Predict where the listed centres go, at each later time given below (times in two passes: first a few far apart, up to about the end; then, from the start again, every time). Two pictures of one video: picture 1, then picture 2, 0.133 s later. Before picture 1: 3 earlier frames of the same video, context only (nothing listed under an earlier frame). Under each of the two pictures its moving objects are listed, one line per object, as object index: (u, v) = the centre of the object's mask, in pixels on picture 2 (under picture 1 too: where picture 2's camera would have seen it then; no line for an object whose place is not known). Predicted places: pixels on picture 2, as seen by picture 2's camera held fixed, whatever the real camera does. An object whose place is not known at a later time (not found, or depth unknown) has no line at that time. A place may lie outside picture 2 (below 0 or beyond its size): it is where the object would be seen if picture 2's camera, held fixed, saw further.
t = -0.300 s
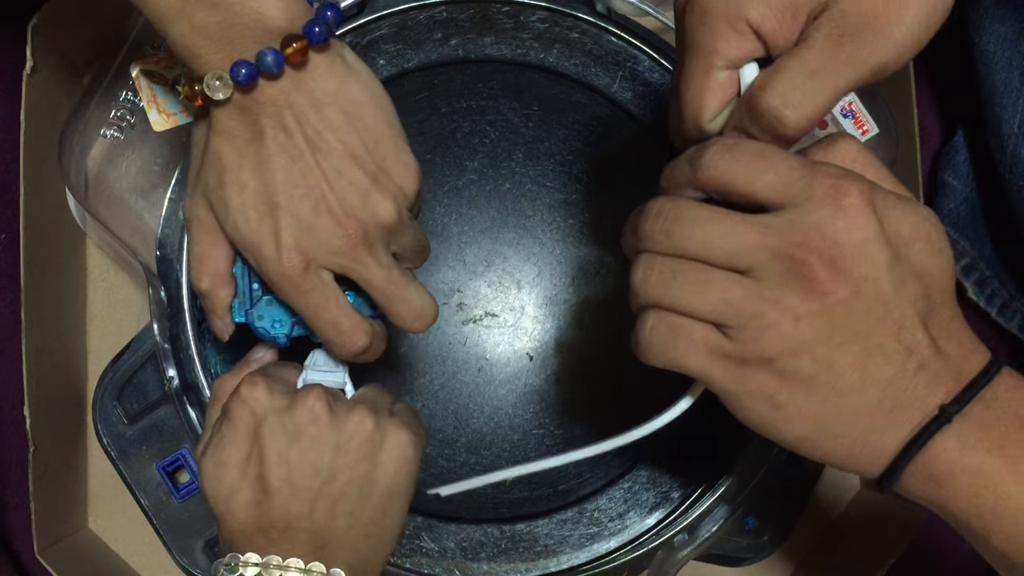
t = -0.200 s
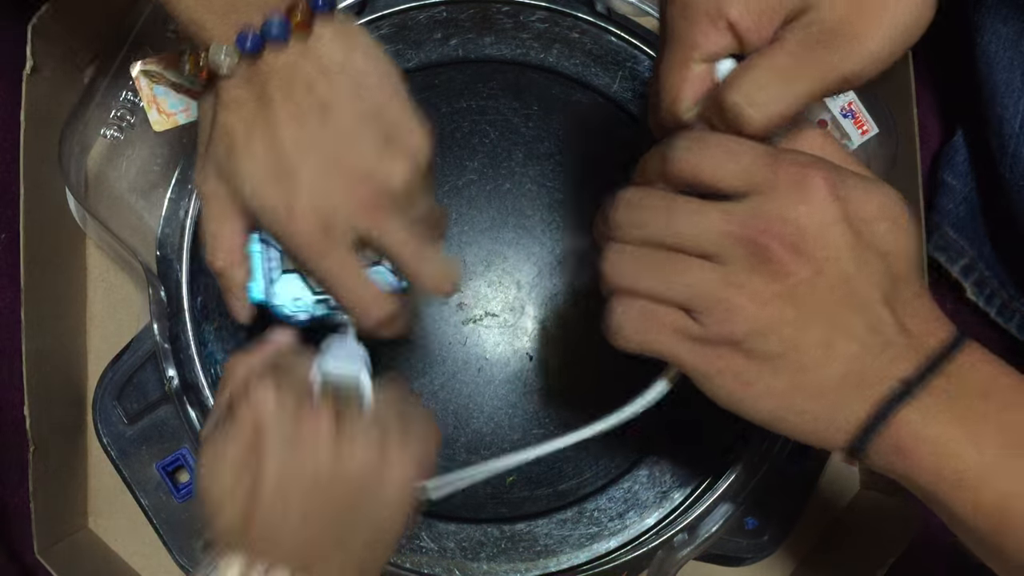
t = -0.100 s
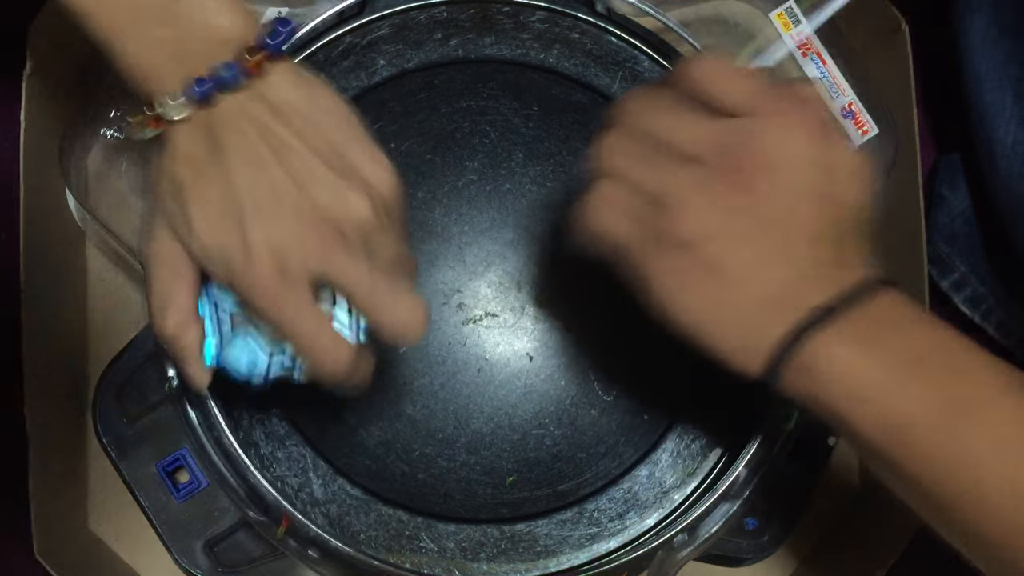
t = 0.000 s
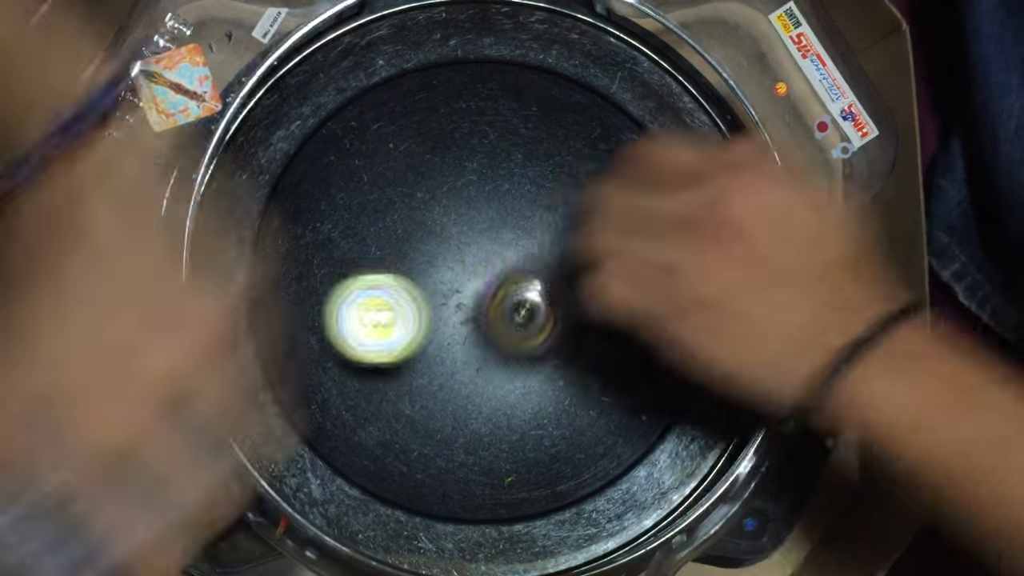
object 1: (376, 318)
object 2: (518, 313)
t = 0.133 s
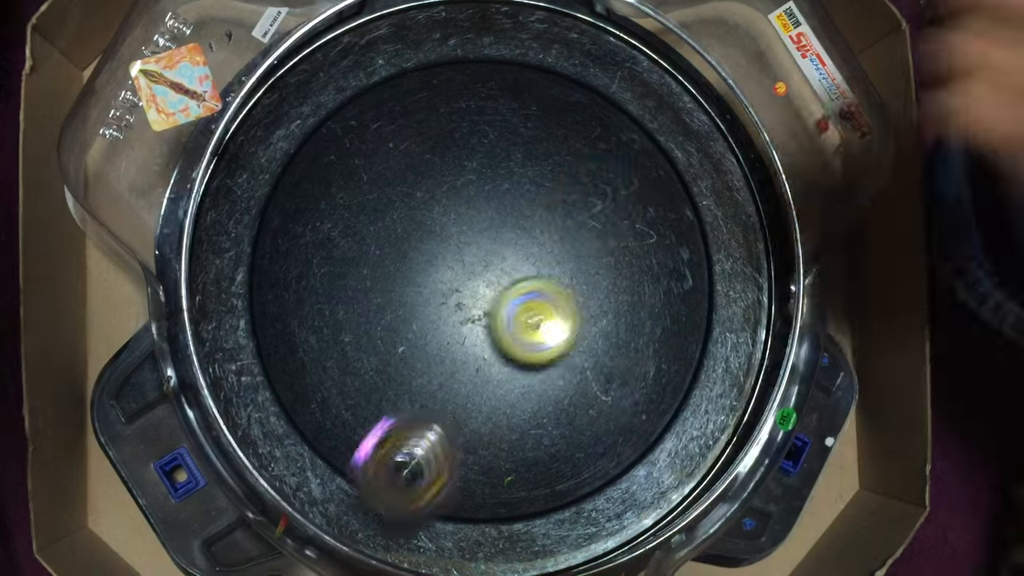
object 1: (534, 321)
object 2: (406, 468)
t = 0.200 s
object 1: (581, 302)
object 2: (360, 516)
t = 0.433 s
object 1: (579, 184)
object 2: (627, 377)
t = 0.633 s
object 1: (445, 170)
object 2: (575, 94)
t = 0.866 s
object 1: (412, 323)
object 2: (272, 315)
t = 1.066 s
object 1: (553, 364)
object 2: (693, 412)
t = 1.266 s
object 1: (607, 257)
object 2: (559, 34)
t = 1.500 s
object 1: (505, 193)
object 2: (336, 267)
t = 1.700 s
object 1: (425, 296)
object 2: (696, 285)
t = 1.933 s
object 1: (548, 387)
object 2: (490, 65)
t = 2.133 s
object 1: (600, 286)
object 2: (255, 272)
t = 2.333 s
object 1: (493, 222)
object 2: (571, 504)
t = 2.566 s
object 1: (412, 344)
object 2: (706, 128)
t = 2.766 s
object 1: (505, 403)
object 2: (354, 158)
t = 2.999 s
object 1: (550, 300)
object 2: (420, 536)
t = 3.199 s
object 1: (462, 250)
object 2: (730, 384)
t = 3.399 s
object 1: (405, 319)
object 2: (645, 61)
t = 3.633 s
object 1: (475, 350)
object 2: (328, 314)
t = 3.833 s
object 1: (489, 292)
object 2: (462, 546)
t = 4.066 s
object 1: (444, 256)
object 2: (617, 446)
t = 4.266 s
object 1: (406, 290)
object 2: (492, 195)
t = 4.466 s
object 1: (417, 344)
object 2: (312, 151)
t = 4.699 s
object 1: (472, 337)
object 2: (342, 422)
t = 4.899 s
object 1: (487, 288)
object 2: (578, 361)
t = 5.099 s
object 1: (466, 249)
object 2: (614, 142)
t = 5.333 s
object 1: (440, 254)
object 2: (379, 103)
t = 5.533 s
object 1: (458, 273)
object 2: (378, 343)
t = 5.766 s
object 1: (493, 268)
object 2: (637, 395)
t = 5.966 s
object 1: (506, 255)
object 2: (685, 211)
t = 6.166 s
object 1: (505, 253)
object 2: (477, 147)
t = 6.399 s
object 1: (507, 274)
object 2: (370, 397)
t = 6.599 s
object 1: (516, 289)
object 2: (544, 498)
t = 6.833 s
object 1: (519, 302)
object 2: (622, 282)
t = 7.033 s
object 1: (513, 310)
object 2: (432, 172)
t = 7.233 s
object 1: (502, 316)
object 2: (263, 292)
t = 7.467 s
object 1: (487, 322)
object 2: (451, 443)
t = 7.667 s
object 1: (472, 258)
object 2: (627, 383)
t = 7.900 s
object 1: (428, 226)
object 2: (612, 188)
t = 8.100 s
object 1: (321, 258)
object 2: (526, 156)
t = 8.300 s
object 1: (282, 349)
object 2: (586, 149)
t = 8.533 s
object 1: (364, 384)
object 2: (570, 229)
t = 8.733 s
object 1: (440, 361)
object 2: (600, 350)
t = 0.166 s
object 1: (560, 311)
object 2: (377, 501)
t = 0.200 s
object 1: (581, 302)
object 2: (360, 516)
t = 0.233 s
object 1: (598, 294)
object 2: (385, 508)
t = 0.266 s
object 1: (610, 277)
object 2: (418, 490)
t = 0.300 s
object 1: (617, 259)
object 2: (455, 470)
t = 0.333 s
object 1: (617, 240)
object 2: (487, 447)
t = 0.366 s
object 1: (608, 218)
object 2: (530, 427)
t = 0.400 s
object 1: (595, 199)
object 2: (584, 403)
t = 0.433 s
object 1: (579, 184)
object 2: (627, 377)
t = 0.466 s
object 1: (560, 172)
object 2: (674, 339)
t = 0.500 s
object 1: (538, 164)
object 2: (710, 298)
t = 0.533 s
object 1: (515, 160)
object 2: (694, 238)
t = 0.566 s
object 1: (492, 159)
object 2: (676, 181)
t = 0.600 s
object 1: (467, 162)
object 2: (644, 134)
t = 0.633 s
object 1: (445, 170)
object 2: (575, 94)
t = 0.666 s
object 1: (425, 183)
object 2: (501, 67)
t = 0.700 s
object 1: (408, 202)
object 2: (422, 65)
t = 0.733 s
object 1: (396, 224)
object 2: (338, 89)
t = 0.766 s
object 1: (391, 250)
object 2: (268, 132)
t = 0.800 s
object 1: (391, 276)
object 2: (223, 199)
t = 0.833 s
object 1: (399, 301)
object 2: (224, 268)
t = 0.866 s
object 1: (412, 323)
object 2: (272, 315)
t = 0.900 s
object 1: (427, 338)
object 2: (339, 375)
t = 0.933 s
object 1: (454, 349)
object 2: (412, 443)
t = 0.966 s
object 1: (483, 361)
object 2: (482, 491)
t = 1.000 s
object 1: (510, 366)
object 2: (562, 502)
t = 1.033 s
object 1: (534, 367)
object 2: (628, 460)
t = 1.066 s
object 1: (553, 364)
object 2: (693, 412)
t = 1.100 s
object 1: (567, 353)
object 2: (746, 354)
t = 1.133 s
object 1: (581, 340)
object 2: (739, 283)
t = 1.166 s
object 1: (593, 321)
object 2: (715, 209)
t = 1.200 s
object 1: (603, 300)
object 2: (674, 142)
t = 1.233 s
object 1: (607, 279)
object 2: (623, 79)
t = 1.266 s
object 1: (607, 257)
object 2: (559, 34)
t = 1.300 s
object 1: (602, 238)
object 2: (474, 34)
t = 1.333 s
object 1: (593, 222)
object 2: (388, 42)
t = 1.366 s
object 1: (579, 208)
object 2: (306, 83)
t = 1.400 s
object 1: (562, 197)
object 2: (242, 149)
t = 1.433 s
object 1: (543, 190)
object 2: (190, 239)
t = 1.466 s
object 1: (525, 190)
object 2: (263, 250)
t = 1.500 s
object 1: (505, 193)
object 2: (336, 267)
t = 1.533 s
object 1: (485, 200)
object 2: (401, 293)
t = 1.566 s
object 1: (466, 211)
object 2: (477, 317)
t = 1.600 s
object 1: (449, 227)
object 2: (547, 326)
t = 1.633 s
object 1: (437, 247)
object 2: (604, 324)
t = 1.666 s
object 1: (428, 270)
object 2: (658, 310)
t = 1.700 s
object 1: (425, 296)
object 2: (696, 285)
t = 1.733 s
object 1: (429, 320)
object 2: (709, 254)
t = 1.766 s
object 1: (440, 344)
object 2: (685, 222)
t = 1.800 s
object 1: (455, 364)
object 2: (658, 187)
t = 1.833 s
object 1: (476, 379)
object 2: (635, 148)
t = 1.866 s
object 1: (500, 389)
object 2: (604, 106)
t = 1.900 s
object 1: (523, 391)
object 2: (553, 79)
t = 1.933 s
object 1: (548, 387)
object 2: (490, 65)
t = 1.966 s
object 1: (568, 378)
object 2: (424, 67)
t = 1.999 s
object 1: (584, 364)
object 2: (367, 83)
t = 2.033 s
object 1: (595, 347)
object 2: (319, 111)
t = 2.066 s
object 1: (602, 327)
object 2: (285, 154)
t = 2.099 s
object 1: (603, 306)
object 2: (261, 207)
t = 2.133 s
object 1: (600, 286)
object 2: (255, 272)
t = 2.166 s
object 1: (591, 266)
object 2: (270, 344)
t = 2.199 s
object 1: (577, 249)
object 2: (305, 413)
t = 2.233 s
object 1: (560, 235)
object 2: (357, 477)
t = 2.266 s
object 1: (539, 226)
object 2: (417, 513)
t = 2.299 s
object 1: (516, 221)
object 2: (496, 520)
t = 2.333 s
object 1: (493, 222)
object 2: (571, 504)
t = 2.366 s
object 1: (470, 229)
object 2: (643, 486)
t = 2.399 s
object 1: (449, 240)
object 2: (700, 443)
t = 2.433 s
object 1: (432, 256)
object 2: (721, 381)
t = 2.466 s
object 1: (418, 276)
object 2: (734, 312)
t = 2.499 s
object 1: (411, 298)
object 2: (738, 246)
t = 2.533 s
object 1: (409, 321)
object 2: (729, 183)
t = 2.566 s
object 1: (412, 344)
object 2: (706, 128)
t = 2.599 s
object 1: (421, 366)
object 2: (675, 77)
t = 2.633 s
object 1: (435, 383)
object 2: (615, 65)
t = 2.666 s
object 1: (450, 396)
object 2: (552, 78)
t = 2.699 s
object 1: (468, 403)
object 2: (484, 93)
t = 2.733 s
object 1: (487, 405)
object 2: (419, 118)
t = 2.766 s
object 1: (505, 403)
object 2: (354, 158)
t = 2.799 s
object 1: (522, 395)
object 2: (307, 207)
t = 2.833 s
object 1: (536, 384)
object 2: (271, 266)
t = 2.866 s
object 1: (546, 371)
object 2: (257, 336)
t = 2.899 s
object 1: (554, 353)
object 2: (280, 399)
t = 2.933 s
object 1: (557, 337)
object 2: (313, 463)
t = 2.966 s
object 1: (555, 318)
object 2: (349, 510)
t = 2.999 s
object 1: (550, 300)
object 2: (420, 536)
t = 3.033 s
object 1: (541, 284)
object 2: (484, 539)
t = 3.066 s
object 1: (529, 270)
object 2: (546, 532)
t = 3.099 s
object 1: (513, 259)
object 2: (610, 505)
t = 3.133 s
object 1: (498, 252)
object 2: (659, 473)
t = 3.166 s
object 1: (480, 249)
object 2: (700, 434)
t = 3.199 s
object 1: (462, 250)
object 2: (730, 384)
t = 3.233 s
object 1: (445, 254)
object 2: (745, 325)
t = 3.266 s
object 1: (429, 262)
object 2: (744, 265)
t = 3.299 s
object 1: (416, 274)
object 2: (736, 208)
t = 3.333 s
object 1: (409, 287)
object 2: (718, 151)
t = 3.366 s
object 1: (405, 303)
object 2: (686, 98)
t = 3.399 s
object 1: (405, 319)
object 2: (645, 61)
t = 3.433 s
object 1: (409, 332)
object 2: (598, 80)
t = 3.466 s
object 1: (417, 343)
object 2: (541, 106)
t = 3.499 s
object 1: (428, 352)
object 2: (483, 128)
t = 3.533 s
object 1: (440, 356)
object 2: (428, 164)
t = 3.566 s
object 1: (453, 357)
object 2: (383, 208)
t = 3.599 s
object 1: (466, 354)
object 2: (345, 261)
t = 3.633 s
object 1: (475, 350)
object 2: (328, 314)
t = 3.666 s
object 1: (483, 343)
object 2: (314, 375)
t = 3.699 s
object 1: (488, 335)
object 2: (320, 434)
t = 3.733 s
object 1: (490, 326)
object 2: (350, 469)
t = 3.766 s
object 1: (491, 317)
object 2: (387, 495)
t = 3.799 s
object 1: (490, 305)
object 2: (429, 525)
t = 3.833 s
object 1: (489, 292)
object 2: (462, 546)
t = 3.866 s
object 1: (487, 280)
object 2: (497, 556)
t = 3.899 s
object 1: (484, 271)
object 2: (532, 550)
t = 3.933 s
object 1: (478, 266)
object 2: (568, 547)
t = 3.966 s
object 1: (469, 264)
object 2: (596, 544)
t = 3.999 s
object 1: (460, 260)
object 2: (616, 521)
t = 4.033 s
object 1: (452, 257)
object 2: (621, 486)
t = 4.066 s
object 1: (444, 256)
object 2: (617, 446)
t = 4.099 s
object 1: (438, 257)
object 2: (612, 401)
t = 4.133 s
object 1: (436, 262)
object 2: (595, 351)
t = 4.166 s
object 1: (433, 270)
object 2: (572, 301)
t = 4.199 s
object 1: (430, 277)
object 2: (539, 261)
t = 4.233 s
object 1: (425, 282)
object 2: (507, 228)
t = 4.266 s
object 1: (406, 290)
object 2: (492, 195)
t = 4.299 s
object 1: (397, 298)
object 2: (470, 170)
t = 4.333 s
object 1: (395, 307)
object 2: (444, 148)
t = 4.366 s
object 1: (397, 317)
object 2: (415, 137)
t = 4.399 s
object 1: (402, 329)
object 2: (385, 136)
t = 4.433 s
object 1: (408, 338)
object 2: (347, 139)
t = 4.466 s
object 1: (417, 344)
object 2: (312, 151)
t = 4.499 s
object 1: (424, 348)
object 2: (288, 179)
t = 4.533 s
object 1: (433, 350)
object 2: (276, 219)
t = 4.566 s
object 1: (441, 350)
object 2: (267, 260)
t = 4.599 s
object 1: (450, 349)
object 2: (267, 310)
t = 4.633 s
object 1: (458, 346)
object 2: (280, 357)
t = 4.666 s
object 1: (465, 342)
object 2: (306, 395)
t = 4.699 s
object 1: (472, 337)
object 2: (342, 422)
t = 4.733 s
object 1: (478, 331)
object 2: (386, 438)
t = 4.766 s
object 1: (483, 324)
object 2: (430, 442)
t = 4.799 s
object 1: (487, 316)
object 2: (474, 435)
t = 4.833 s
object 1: (488, 308)
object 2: (512, 415)
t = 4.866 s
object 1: (488, 298)
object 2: (547, 391)
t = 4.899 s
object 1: (487, 288)
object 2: (578, 361)
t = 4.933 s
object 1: (485, 279)
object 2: (599, 328)
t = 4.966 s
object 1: (482, 271)
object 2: (614, 292)
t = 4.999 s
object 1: (479, 264)
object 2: (626, 253)
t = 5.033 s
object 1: (475, 258)
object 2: (628, 218)
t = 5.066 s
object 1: (470, 253)
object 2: (625, 180)
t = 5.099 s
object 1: (466, 249)
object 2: (614, 142)
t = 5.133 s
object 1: (460, 247)
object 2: (595, 107)
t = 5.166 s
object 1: (455, 246)
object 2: (571, 83)
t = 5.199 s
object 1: (451, 245)
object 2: (537, 76)
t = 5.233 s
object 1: (447, 246)
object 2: (494, 73)
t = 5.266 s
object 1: (444, 248)
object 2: (455, 73)
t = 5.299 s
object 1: (441, 251)
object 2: (414, 82)
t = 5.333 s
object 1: (440, 254)
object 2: (379, 103)
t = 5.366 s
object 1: (440, 259)
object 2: (351, 133)
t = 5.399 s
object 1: (441, 262)
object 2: (334, 176)
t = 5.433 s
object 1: (444, 266)
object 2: (329, 220)
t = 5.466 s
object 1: (448, 269)
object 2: (334, 263)
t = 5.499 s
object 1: (453, 272)
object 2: (352, 307)
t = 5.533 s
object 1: (458, 273)
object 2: (378, 343)
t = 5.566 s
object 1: (464, 274)
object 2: (412, 372)
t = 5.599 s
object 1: (469, 274)
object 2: (446, 395)
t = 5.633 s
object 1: (474, 274)
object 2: (485, 409)
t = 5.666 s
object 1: (480, 273)
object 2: (525, 414)
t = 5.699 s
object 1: (485, 271)
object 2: (564, 416)
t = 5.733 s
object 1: (489, 270)
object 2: (608, 410)
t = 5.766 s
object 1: (493, 268)
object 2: (637, 395)
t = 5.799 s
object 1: (496, 266)
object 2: (667, 375)
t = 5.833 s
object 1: (499, 263)
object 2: (694, 348)
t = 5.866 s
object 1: (502, 261)
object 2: (703, 315)
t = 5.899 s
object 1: (503, 258)
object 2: (698, 281)
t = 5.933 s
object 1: (505, 257)
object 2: (694, 245)
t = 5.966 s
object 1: (506, 255)
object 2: (685, 211)
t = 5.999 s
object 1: (507, 254)
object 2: (664, 179)
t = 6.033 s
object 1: (507, 253)
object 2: (636, 155)
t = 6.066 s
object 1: (507, 252)
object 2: (599, 138)
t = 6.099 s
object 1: (507, 252)
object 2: (559, 130)
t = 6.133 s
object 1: (506, 252)
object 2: (514, 134)
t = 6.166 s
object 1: (505, 253)
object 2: (477, 147)
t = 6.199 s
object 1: (504, 256)
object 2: (441, 173)
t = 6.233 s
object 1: (504, 258)
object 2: (410, 201)
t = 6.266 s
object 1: (504, 261)
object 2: (386, 236)
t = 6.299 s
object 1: (504, 265)
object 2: (371, 276)
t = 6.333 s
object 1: (505, 268)
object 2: (362, 316)
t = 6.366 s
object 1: (506, 271)
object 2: (363, 358)
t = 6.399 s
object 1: (507, 274)
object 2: (370, 397)
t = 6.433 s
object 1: (509, 277)
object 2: (384, 435)
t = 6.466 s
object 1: (510, 280)
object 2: (407, 468)
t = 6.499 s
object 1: (512, 282)
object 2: (436, 495)
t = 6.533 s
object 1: (513, 284)
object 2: (469, 512)
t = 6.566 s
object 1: (515, 287)
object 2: (507, 506)
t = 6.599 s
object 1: (516, 289)
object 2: (544, 498)
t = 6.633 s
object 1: (517, 291)
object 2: (578, 485)
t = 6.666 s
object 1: (517, 293)
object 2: (607, 462)
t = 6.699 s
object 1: (518, 295)
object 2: (630, 431)
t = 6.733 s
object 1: (519, 297)
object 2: (642, 398)
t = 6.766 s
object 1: (519, 299)
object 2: (644, 357)
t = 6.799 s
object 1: (519, 300)
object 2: (637, 317)
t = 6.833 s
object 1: (519, 302)
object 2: (622, 282)
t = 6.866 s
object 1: (519, 303)
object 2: (601, 250)
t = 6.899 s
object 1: (518, 305)
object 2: (573, 221)
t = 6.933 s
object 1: (517, 306)
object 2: (539, 200)
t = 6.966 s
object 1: (515, 307)
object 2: (507, 185)
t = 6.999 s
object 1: (514, 309)
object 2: (470, 174)
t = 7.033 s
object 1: (513, 310)
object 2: (432, 172)
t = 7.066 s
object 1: (511, 311)
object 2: (395, 175)
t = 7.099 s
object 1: (509, 312)
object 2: (361, 187)
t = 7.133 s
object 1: (508, 313)
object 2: (329, 204)
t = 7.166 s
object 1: (506, 314)
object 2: (298, 228)
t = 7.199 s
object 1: (504, 315)
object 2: (276, 258)
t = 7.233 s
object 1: (502, 316)
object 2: (263, 292)
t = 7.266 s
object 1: (500, 317)
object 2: (266, 331)
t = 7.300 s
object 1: (498, 318)
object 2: (282, 368)
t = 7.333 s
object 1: (495, 319)
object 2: (306, 403)
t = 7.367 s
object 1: (493, 320)
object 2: (334, 430)
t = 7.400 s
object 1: (491, 320)
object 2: (372, 444)
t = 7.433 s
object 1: (489, 321)
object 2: (412, 450)
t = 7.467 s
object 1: (487, 322)
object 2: (451, 443)
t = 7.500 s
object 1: (485, 322)
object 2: (487, 428)
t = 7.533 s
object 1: (484, 316)
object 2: (523, 415)
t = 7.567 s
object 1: (483, 292)
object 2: (550, 419)
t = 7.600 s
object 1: (481, 276)
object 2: (577, 414)
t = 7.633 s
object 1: (477, 266)
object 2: (604, 402)
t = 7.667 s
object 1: (472, 258)
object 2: (627, 383)
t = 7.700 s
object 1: (466, 250)
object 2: (647, 359)
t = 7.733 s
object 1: (460, 244)
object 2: (661, 330)
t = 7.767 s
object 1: (453, 238)
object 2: (669, 299)
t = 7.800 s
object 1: (446, 234)
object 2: (666, 269)
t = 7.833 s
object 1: (440, 230)
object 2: (656, 238)
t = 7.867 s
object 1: (434, 227)
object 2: (638, 210)
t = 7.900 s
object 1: (428, 226)
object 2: (612, 188)
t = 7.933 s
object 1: (424, 226)
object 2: (583, 171)
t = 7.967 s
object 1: (419, 225)
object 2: (550, 161)
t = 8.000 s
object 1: (415, 227)
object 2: (517, 159)
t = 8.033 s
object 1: (407, 229)
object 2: (486, 162)
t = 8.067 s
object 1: (359, 243)
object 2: (506, 160)
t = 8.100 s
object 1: (321, 258)
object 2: (526, 156)
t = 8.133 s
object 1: (295, 273)
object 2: (543, 155)
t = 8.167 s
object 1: (278, 288)
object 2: (554, 156)
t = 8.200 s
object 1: (268, 304)
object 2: (564, 154)
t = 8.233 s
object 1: (265, 320)
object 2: (569, 153)
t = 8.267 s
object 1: (272, 335)
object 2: (579, 151)
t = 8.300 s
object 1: (282, 349)
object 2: (586, 149)
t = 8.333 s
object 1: (293, 361)
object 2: (587, 152)
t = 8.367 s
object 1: (304, 370)
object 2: (587, 155)
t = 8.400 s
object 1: (315, 377)
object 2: (582, 162)
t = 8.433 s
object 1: (327, 382)
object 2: (578, 178)
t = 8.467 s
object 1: (340, 384)
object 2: (576, 192)
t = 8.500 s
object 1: (352, 385)
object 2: (571, 210)
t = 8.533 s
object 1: (364, 384)
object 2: (570, 229)
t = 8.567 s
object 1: (377, 383)
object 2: (573, 253)
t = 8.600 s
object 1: (389, 381)
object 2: (574, 277)
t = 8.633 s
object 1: (402, 378)
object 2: (577, 297)
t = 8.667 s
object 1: (415, 373)
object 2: (584, 318)
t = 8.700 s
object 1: (427, 367)
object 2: (593, 336)
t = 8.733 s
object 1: (440, 361)
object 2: (600, 350)
